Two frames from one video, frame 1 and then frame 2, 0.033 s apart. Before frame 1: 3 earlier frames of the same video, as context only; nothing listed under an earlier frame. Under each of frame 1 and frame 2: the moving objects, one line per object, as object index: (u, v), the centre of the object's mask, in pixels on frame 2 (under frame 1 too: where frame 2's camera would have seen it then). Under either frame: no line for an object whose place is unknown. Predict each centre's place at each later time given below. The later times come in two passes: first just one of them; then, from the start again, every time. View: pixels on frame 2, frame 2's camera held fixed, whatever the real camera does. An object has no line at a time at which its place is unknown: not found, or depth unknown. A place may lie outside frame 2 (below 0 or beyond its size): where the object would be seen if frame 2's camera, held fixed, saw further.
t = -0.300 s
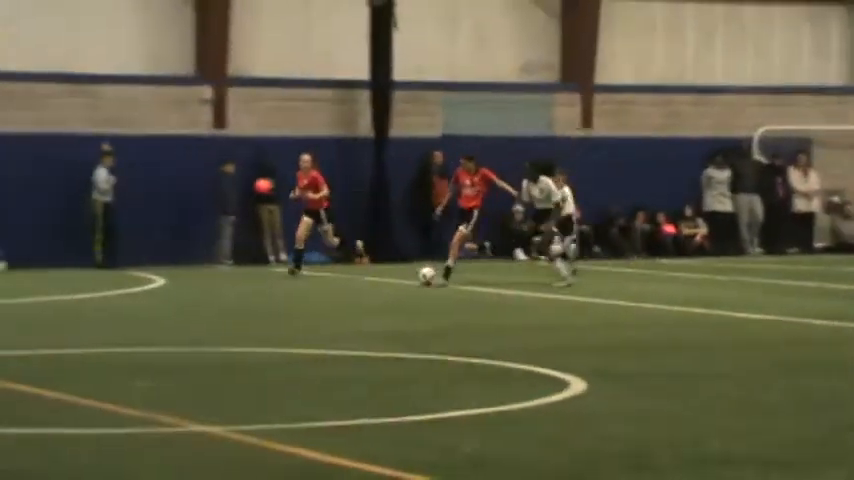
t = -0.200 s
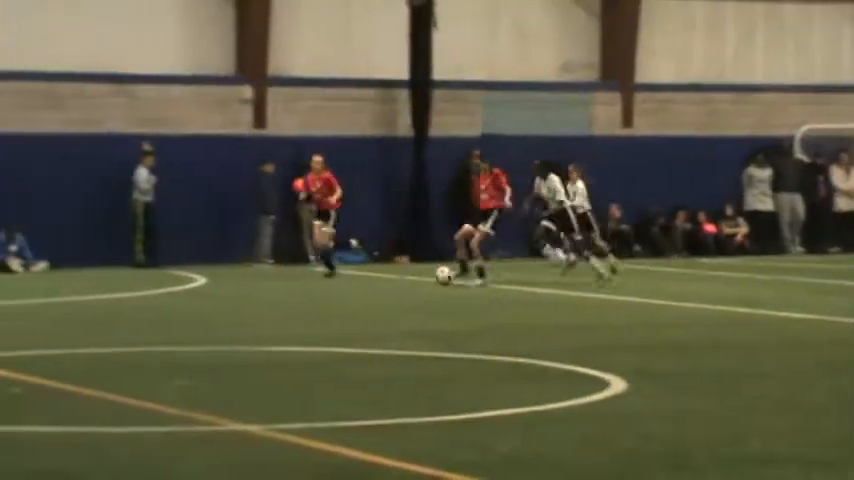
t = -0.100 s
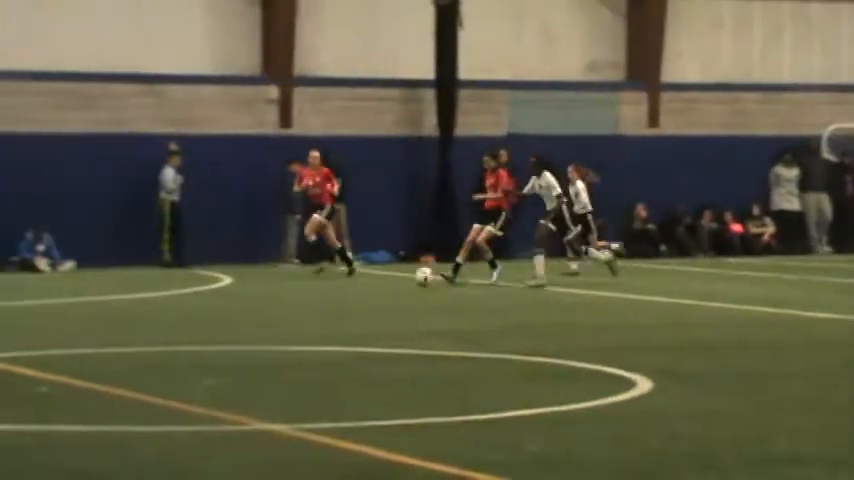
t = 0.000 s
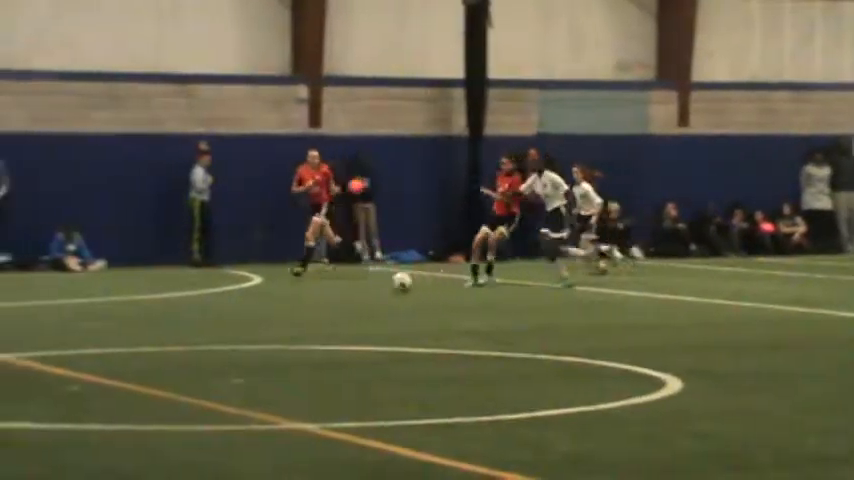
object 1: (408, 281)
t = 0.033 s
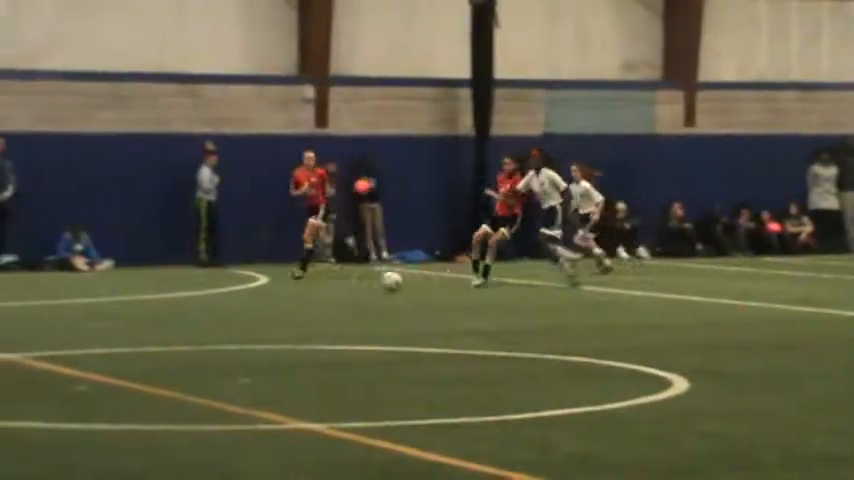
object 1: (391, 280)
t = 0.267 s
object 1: (280, 287)
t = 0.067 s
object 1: (375, 280)
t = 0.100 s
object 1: (359, 282)
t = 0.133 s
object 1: (341, 285)
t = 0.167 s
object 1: (324, 289)
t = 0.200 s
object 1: (310, 288)
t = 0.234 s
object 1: (296, 285)
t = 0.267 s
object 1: (280, 287)
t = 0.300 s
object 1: (265, 287)
